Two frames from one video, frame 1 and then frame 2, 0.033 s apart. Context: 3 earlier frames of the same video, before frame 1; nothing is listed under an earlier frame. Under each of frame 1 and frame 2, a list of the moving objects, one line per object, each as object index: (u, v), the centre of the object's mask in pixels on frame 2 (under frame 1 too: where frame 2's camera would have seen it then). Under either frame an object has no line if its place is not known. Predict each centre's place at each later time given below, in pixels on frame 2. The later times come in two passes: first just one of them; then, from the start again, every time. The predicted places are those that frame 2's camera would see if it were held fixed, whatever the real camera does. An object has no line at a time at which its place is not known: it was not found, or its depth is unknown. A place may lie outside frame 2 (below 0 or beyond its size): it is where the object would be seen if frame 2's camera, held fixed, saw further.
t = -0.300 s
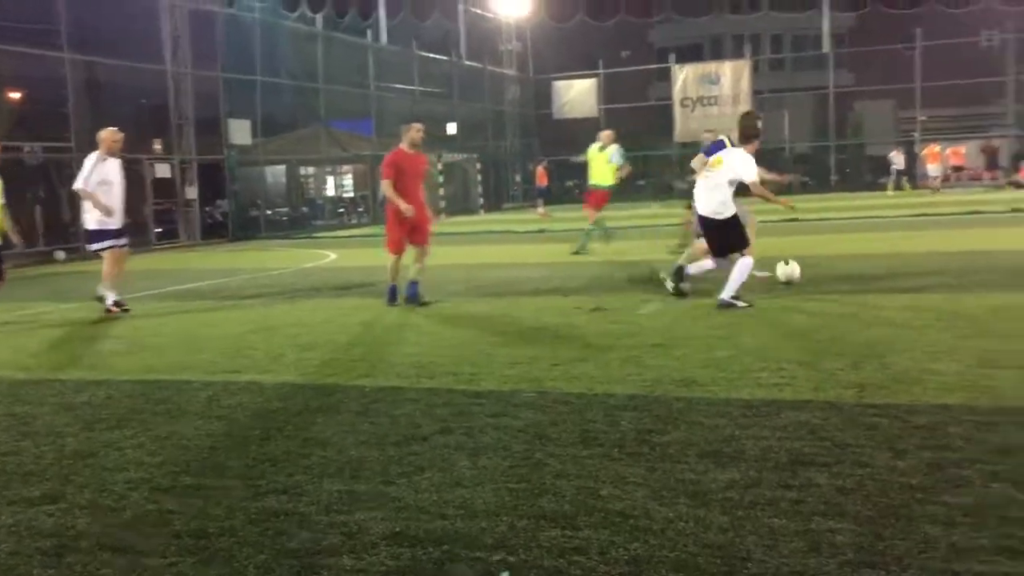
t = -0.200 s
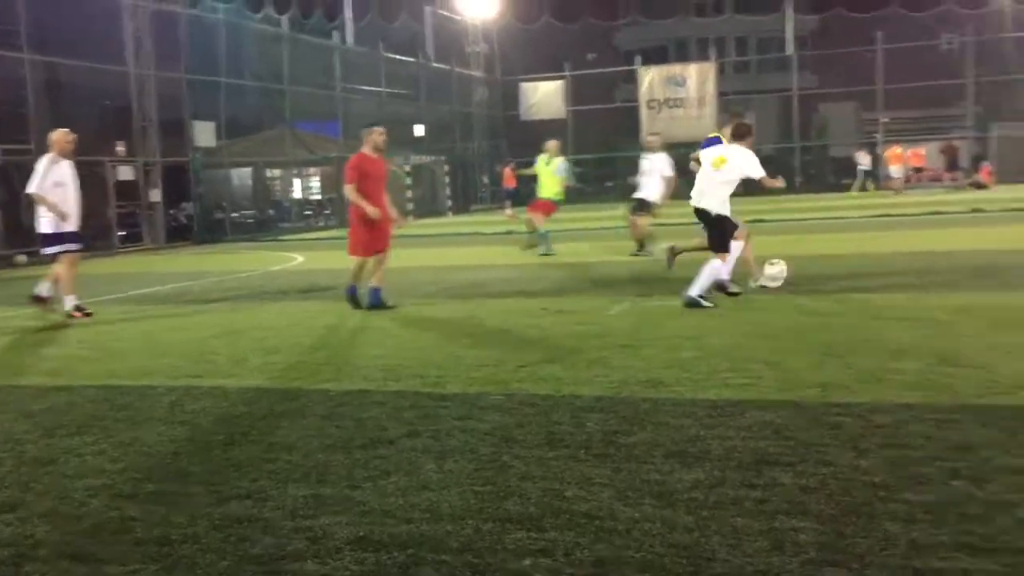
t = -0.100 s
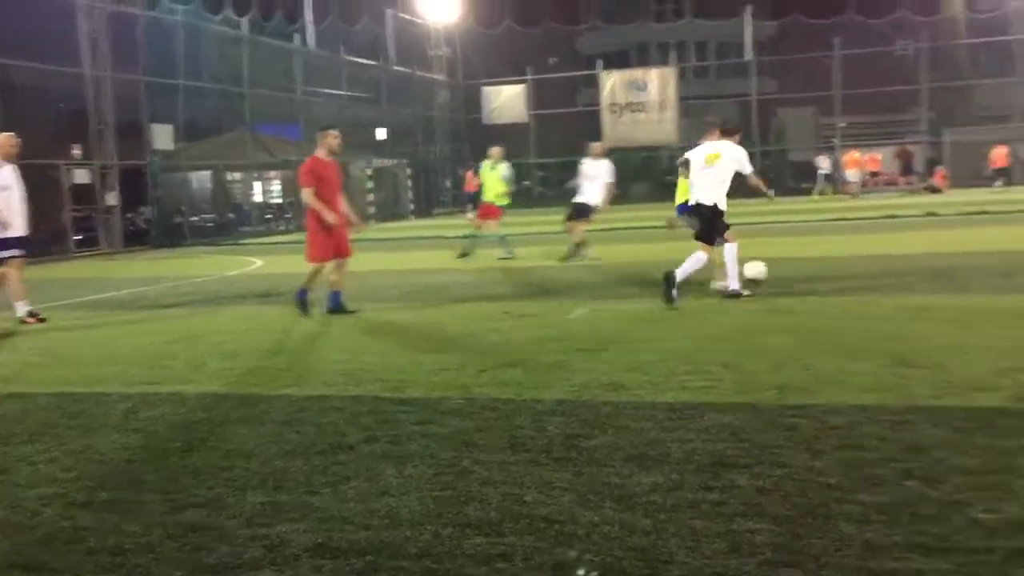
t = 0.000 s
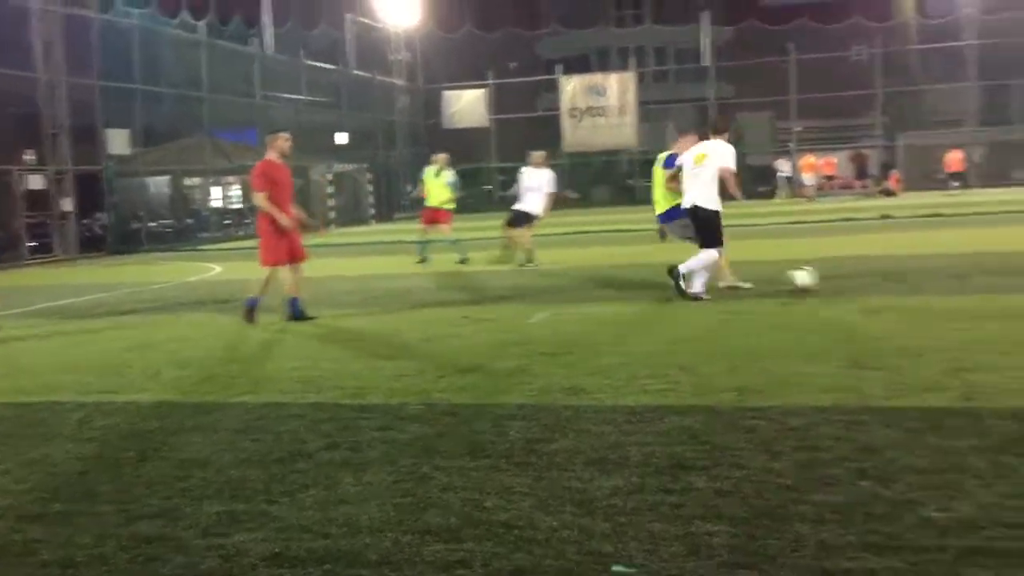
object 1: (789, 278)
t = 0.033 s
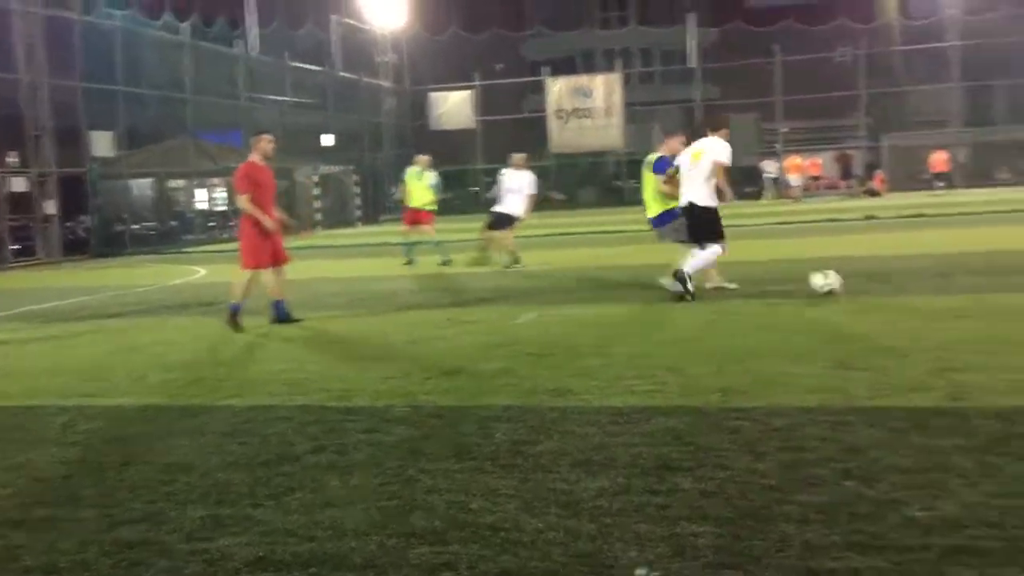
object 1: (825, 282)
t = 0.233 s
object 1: (1067, 288)
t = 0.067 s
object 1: (862, 283)
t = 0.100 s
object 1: (901, 283)
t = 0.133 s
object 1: (940, 287)
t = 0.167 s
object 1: (982, 289)
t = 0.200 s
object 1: (1024, 288)
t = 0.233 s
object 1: (1067, 288)
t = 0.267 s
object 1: (1114, 291)
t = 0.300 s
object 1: (1163, 295)
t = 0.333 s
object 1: (1214, 300)
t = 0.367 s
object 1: (1260, 299)
